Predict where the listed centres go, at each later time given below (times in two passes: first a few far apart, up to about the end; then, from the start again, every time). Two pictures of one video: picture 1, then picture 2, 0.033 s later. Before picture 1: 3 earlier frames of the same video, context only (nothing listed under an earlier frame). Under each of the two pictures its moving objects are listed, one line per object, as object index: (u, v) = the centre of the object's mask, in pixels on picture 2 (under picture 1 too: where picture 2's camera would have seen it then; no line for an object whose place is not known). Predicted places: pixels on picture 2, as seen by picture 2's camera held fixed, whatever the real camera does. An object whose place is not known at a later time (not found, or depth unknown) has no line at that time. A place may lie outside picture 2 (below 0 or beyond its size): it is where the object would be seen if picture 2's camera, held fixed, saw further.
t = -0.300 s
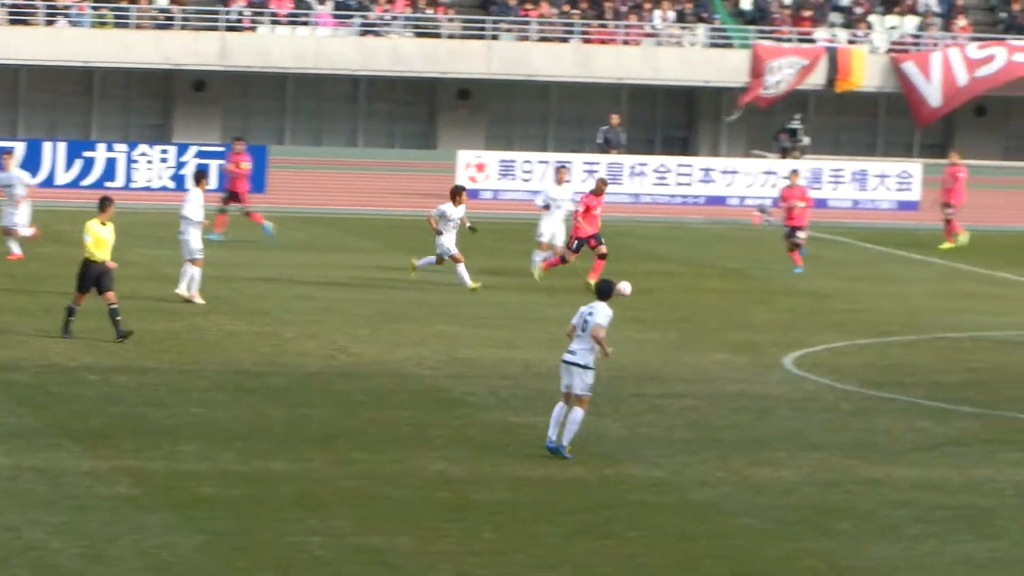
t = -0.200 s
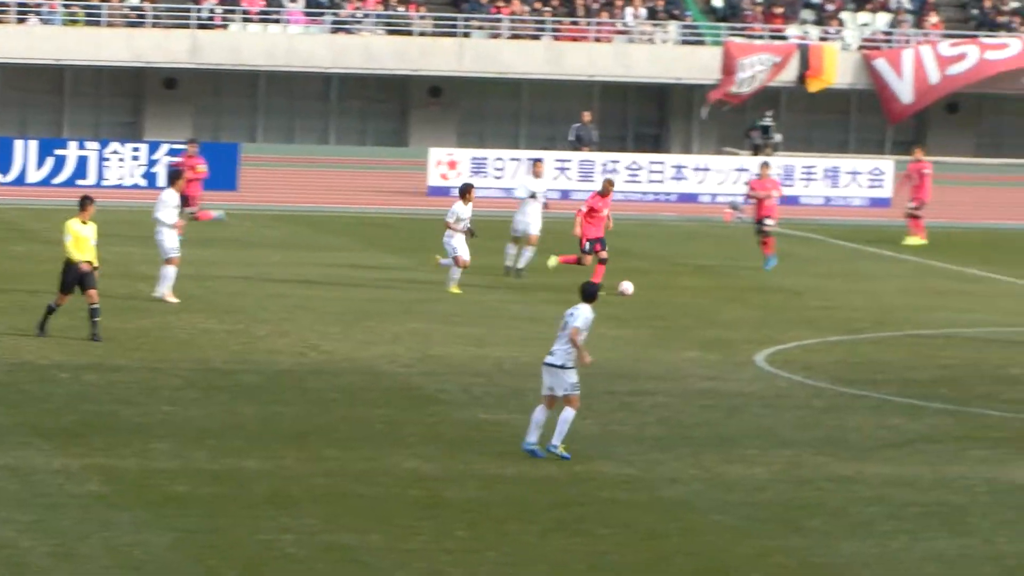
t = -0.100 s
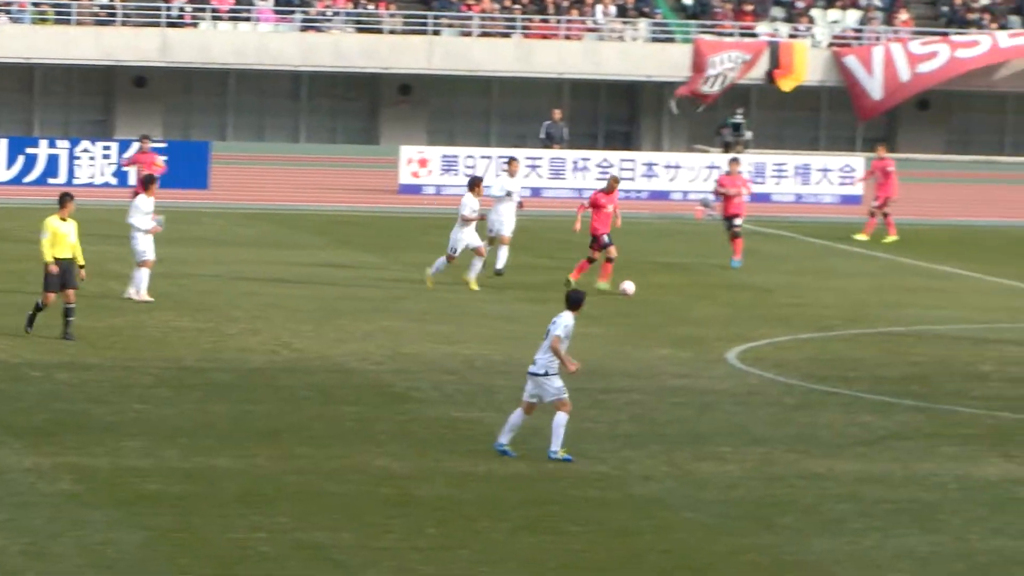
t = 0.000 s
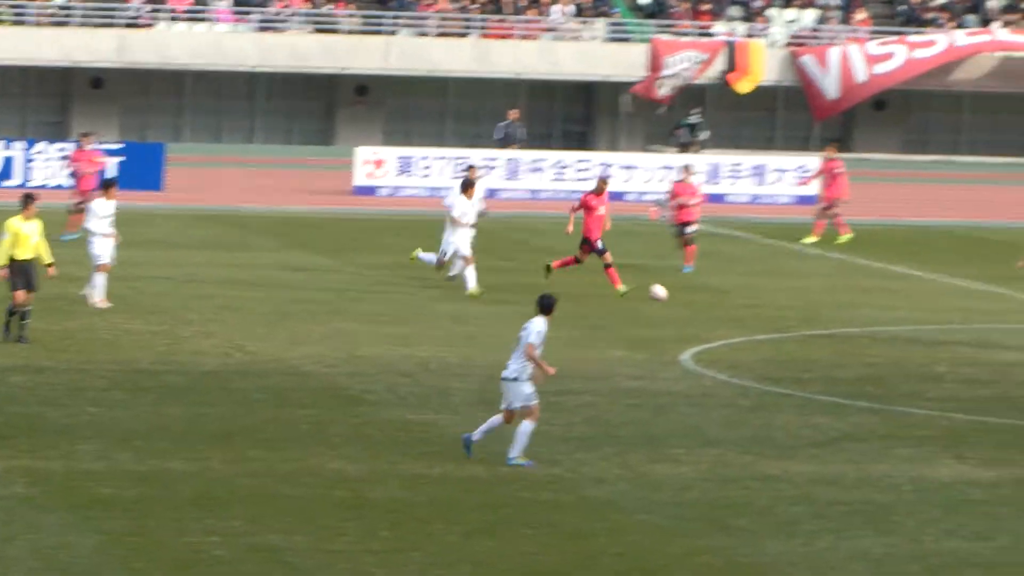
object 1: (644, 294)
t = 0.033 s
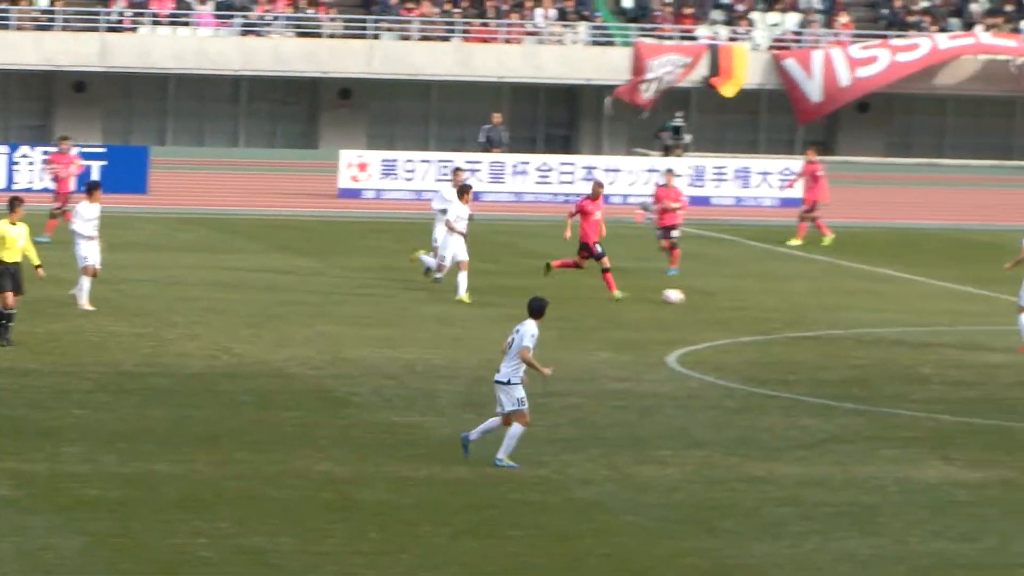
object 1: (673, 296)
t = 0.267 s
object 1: (848, 302)
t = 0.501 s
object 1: (996, 309)
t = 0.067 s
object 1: (700, 297)
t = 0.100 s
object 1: (727, 297)
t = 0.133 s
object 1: (753, 298)
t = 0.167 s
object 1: (778, 299)
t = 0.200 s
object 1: (802, 300)
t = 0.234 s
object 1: (825, 301)
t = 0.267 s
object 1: (848, 302)
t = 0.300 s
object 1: (871, 303)
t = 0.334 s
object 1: (893, 304)
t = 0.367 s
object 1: (914, 305)
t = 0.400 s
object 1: (936, 306)
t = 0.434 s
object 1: (957, 307)
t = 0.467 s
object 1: (976, 308)
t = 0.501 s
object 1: (996, 309)
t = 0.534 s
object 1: (1016, 309)
